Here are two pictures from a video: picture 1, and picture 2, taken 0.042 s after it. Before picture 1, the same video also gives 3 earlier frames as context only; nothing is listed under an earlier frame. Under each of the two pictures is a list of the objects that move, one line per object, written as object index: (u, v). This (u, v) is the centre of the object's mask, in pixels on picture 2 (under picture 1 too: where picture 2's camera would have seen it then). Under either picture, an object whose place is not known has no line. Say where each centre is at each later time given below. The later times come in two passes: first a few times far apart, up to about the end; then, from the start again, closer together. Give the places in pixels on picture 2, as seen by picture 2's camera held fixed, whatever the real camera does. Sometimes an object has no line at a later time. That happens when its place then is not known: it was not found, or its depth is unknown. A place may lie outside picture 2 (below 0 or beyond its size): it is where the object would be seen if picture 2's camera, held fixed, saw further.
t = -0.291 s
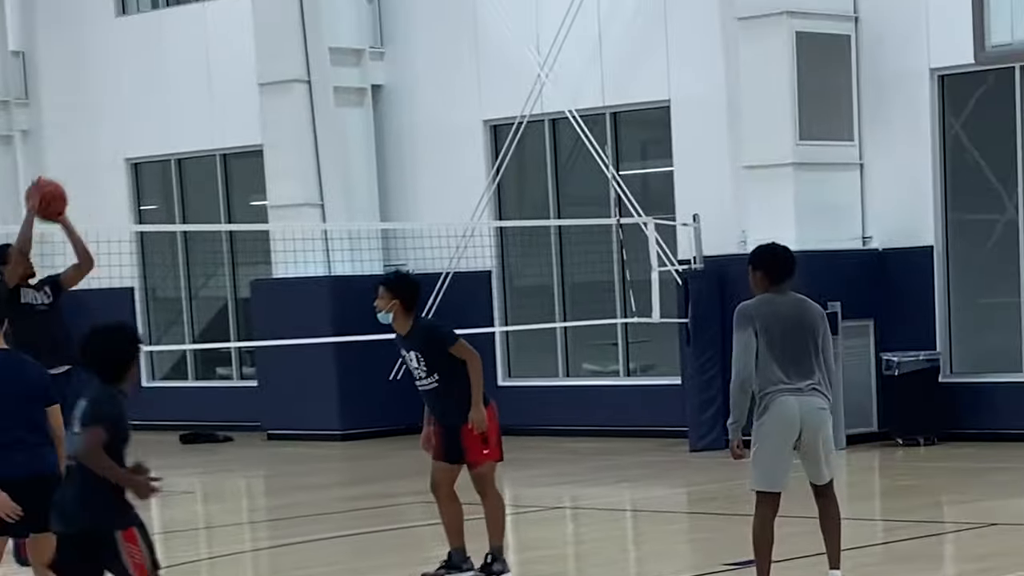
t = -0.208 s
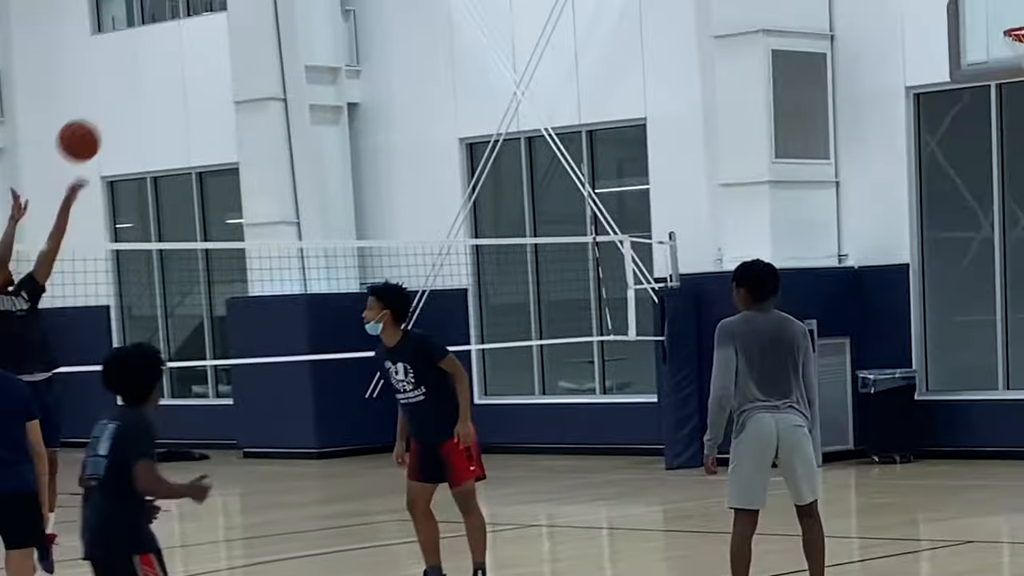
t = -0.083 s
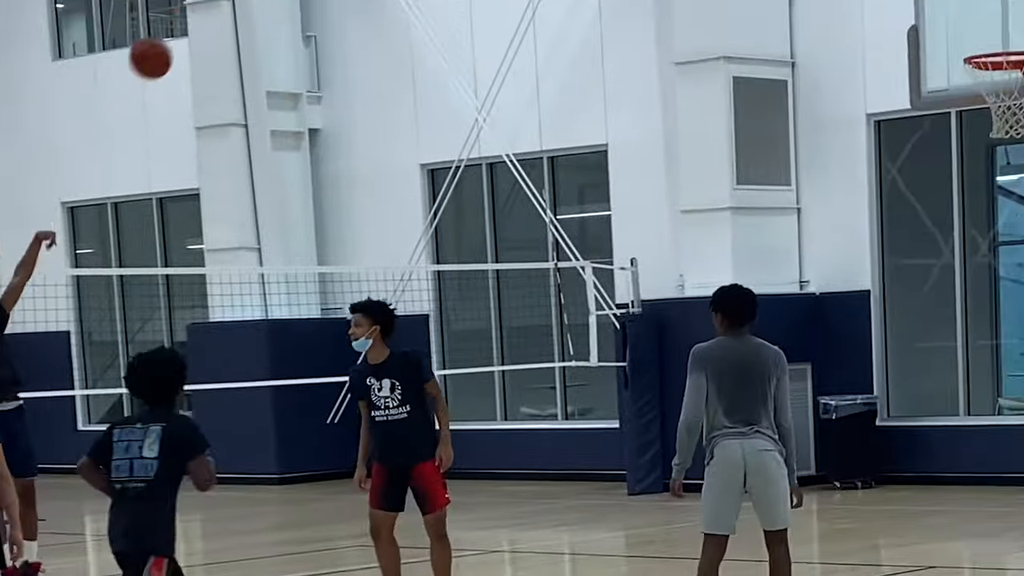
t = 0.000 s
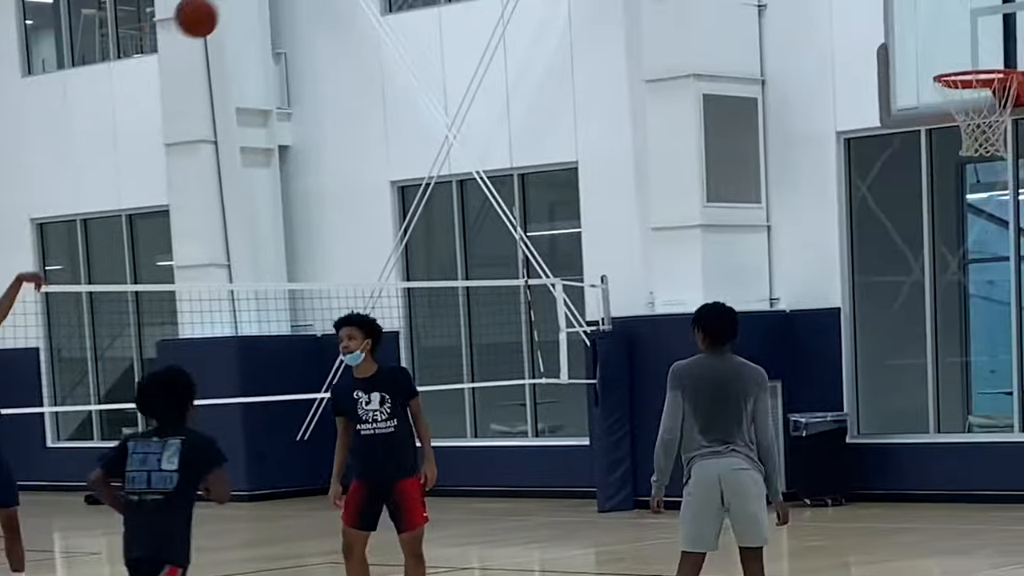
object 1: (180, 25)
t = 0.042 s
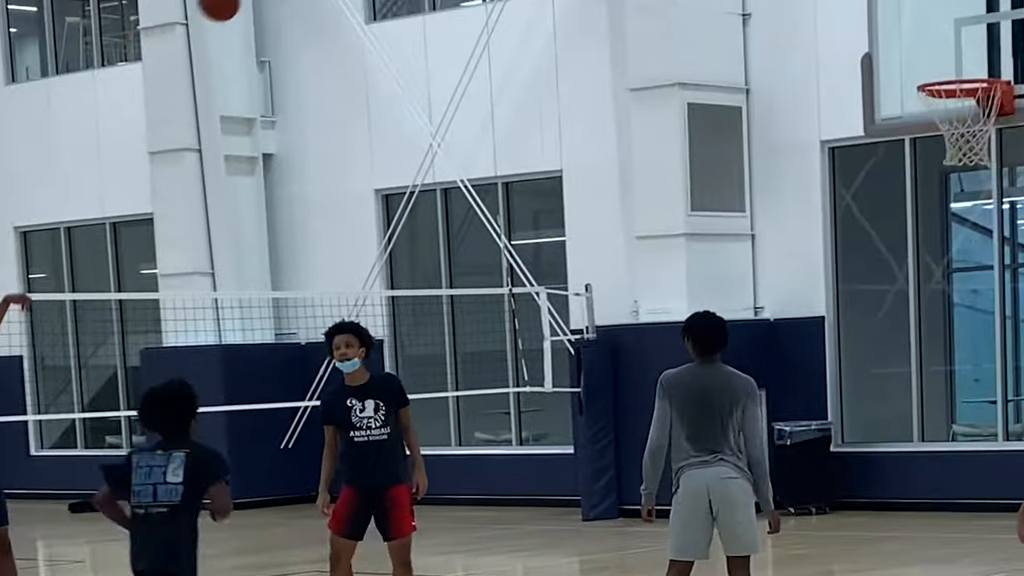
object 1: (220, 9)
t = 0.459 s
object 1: (620, -72)
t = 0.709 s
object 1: (871, 13)
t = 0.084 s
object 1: (259, -5)
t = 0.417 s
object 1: (580, -70)
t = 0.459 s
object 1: (620, -72)
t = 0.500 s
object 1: (662, -72)
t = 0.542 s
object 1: (703, -64)
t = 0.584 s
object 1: (745, -50)
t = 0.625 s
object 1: (787, -32)
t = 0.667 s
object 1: (829, -11)
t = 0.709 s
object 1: (871, 13)
